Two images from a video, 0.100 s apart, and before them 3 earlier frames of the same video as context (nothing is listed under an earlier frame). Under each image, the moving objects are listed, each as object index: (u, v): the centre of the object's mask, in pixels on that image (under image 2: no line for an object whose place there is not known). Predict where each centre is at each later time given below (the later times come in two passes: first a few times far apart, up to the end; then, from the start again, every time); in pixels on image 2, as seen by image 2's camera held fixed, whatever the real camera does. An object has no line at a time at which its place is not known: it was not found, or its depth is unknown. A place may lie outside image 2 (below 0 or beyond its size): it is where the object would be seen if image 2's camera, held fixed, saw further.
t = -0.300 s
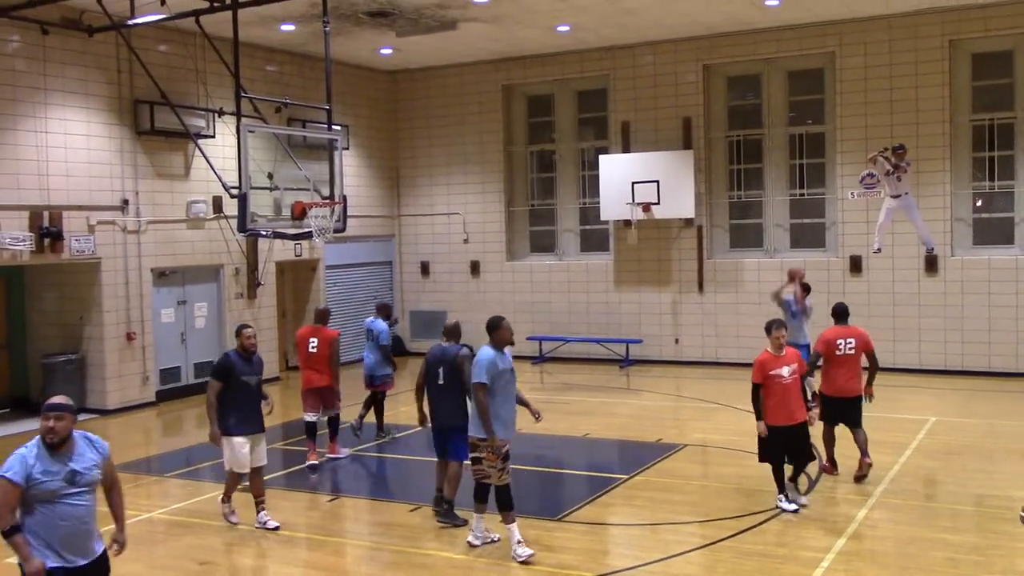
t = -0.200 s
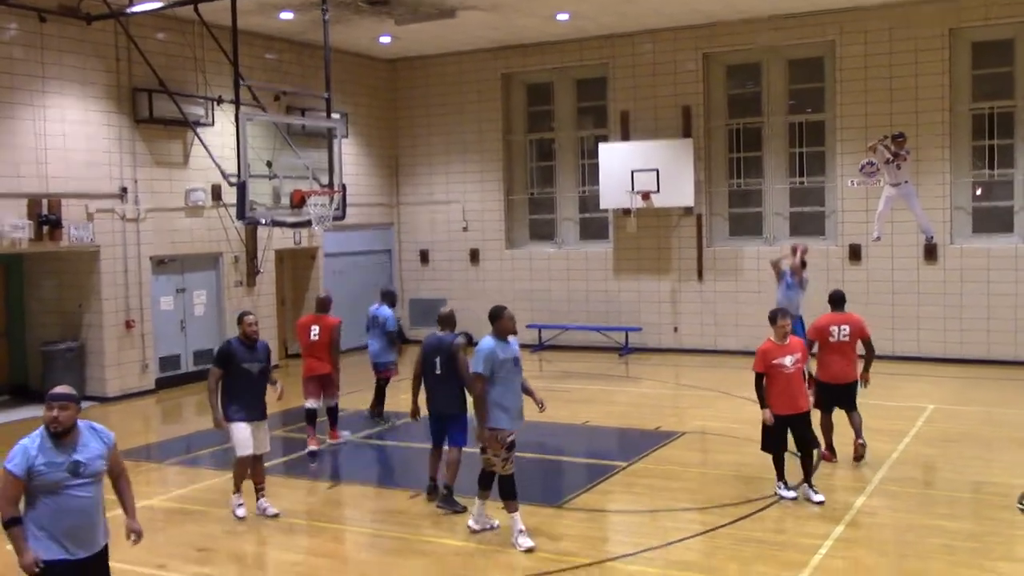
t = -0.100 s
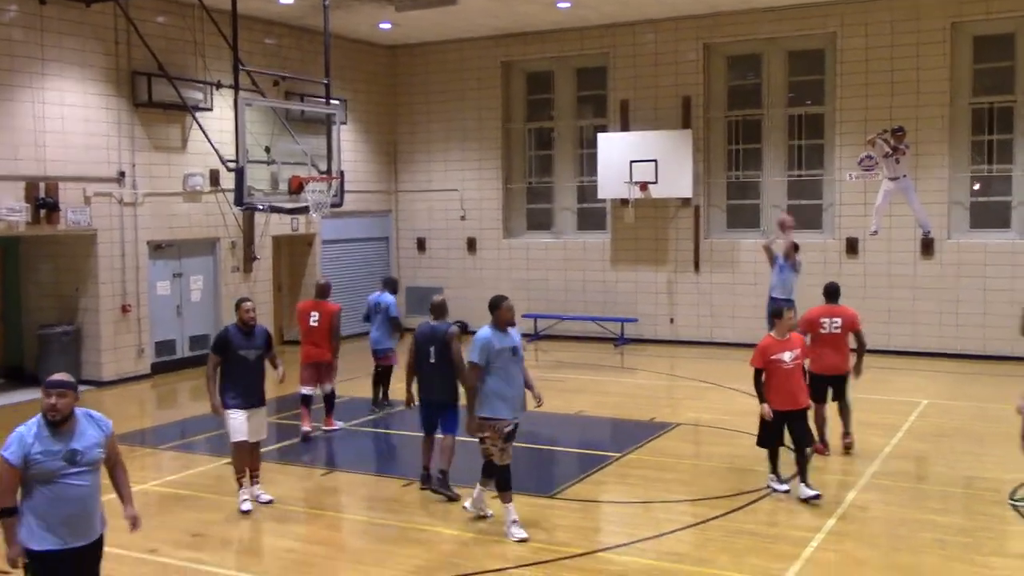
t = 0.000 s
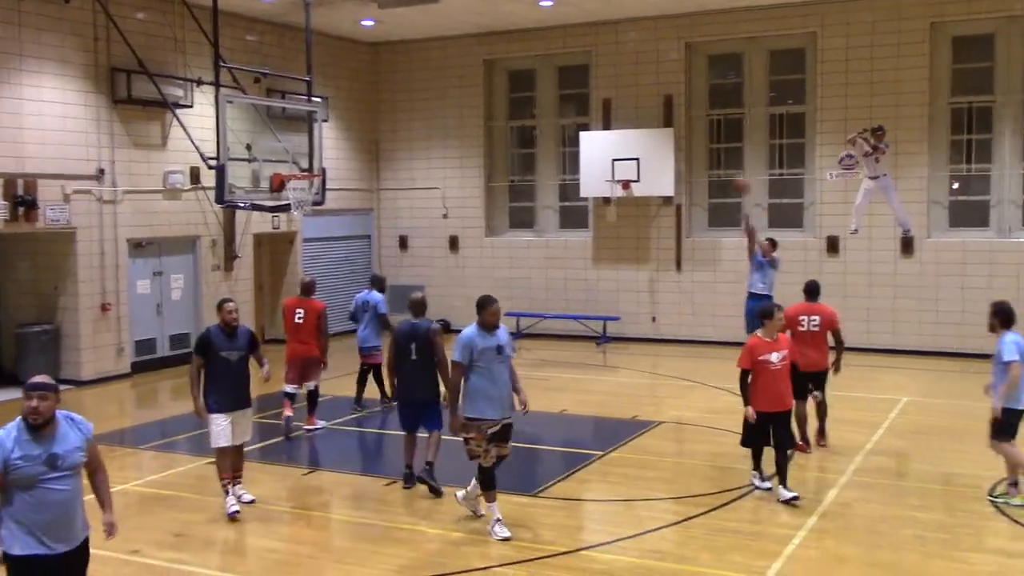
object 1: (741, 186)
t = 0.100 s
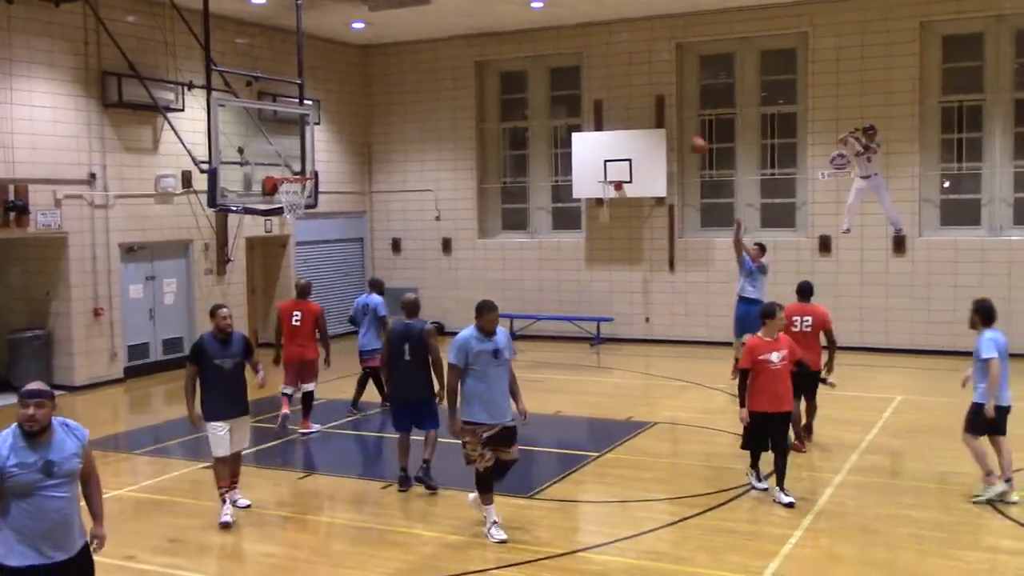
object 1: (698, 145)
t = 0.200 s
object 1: (663, 111)
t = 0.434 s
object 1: (576, 62)
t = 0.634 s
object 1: (499, 49)
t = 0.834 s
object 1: (420, 65)
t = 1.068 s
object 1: (325, 127)
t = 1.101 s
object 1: (311, 141)
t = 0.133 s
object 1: (686, 134)
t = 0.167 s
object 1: (674, 123)
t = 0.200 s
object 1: (663, 111)
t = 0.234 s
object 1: (651, 102)
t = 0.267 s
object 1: (638, 94)
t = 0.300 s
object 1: (626, 86)
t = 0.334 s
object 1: (615, 80)
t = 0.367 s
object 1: (602, 73)
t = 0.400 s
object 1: (589, 68)
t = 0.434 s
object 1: (576, 62)
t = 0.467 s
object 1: (564, 59)
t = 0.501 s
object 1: (552, 54)
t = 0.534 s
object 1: (539, 51)
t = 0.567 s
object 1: (526, 50)
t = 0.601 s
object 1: (513, 49)
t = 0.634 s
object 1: (499, 49)
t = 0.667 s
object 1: (487, 50)
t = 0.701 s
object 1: (474, 52)
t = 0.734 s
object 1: (461, 53)
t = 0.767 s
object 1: (447, 57)
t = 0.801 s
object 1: (434, 61)
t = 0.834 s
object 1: (420, 65)
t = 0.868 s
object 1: (407, 71)
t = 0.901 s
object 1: (394, 78)
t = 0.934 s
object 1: (380, 86)
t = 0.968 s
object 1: (366, 94)
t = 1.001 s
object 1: (352, 103)
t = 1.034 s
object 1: (339, 115)
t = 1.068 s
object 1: (325, 127)
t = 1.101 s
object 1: (311, 141)
